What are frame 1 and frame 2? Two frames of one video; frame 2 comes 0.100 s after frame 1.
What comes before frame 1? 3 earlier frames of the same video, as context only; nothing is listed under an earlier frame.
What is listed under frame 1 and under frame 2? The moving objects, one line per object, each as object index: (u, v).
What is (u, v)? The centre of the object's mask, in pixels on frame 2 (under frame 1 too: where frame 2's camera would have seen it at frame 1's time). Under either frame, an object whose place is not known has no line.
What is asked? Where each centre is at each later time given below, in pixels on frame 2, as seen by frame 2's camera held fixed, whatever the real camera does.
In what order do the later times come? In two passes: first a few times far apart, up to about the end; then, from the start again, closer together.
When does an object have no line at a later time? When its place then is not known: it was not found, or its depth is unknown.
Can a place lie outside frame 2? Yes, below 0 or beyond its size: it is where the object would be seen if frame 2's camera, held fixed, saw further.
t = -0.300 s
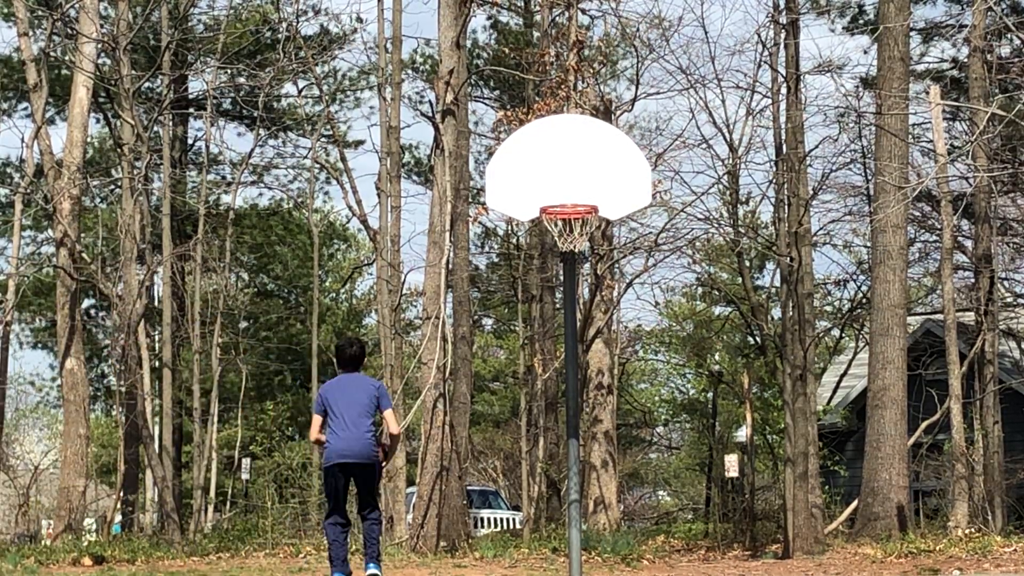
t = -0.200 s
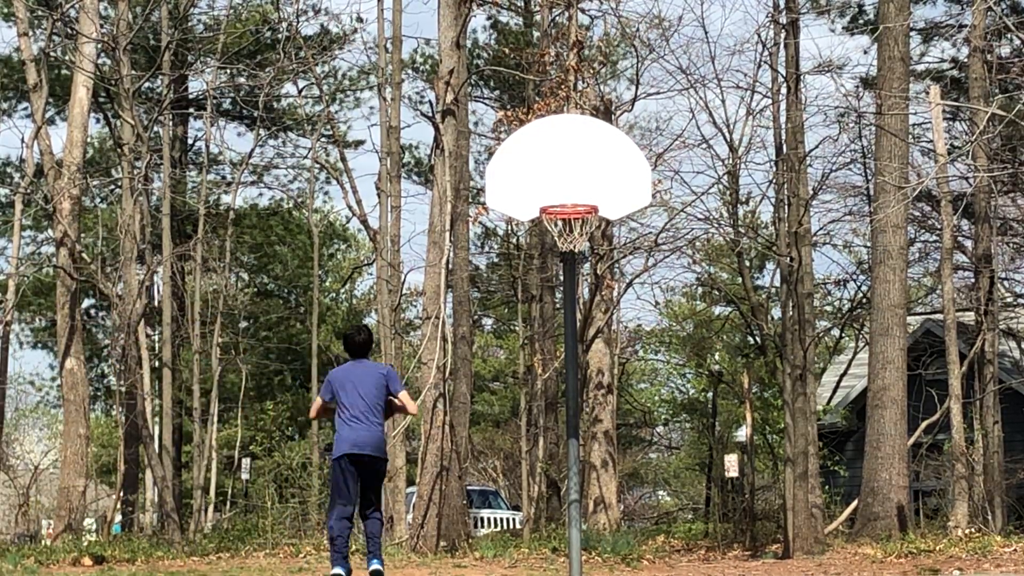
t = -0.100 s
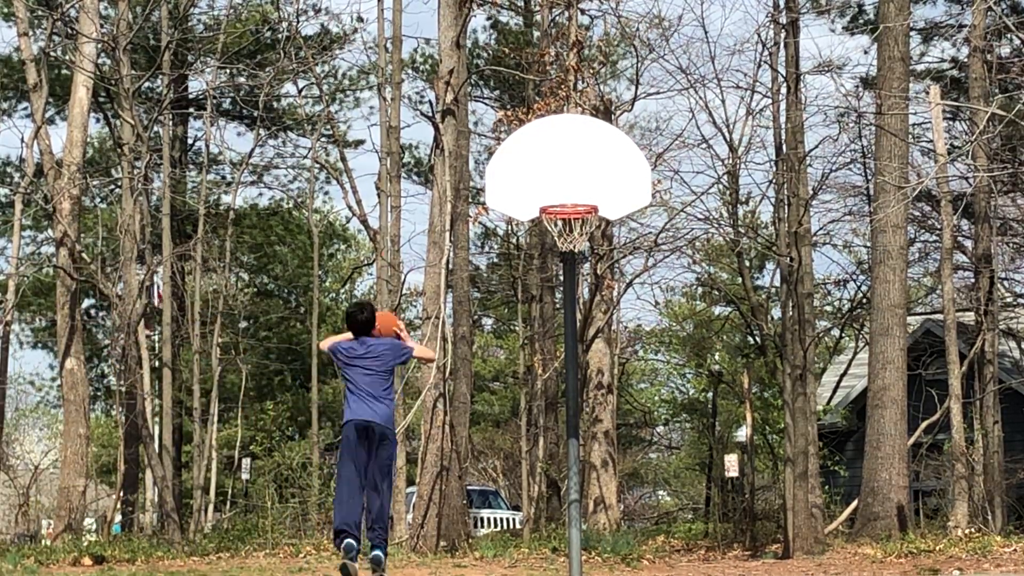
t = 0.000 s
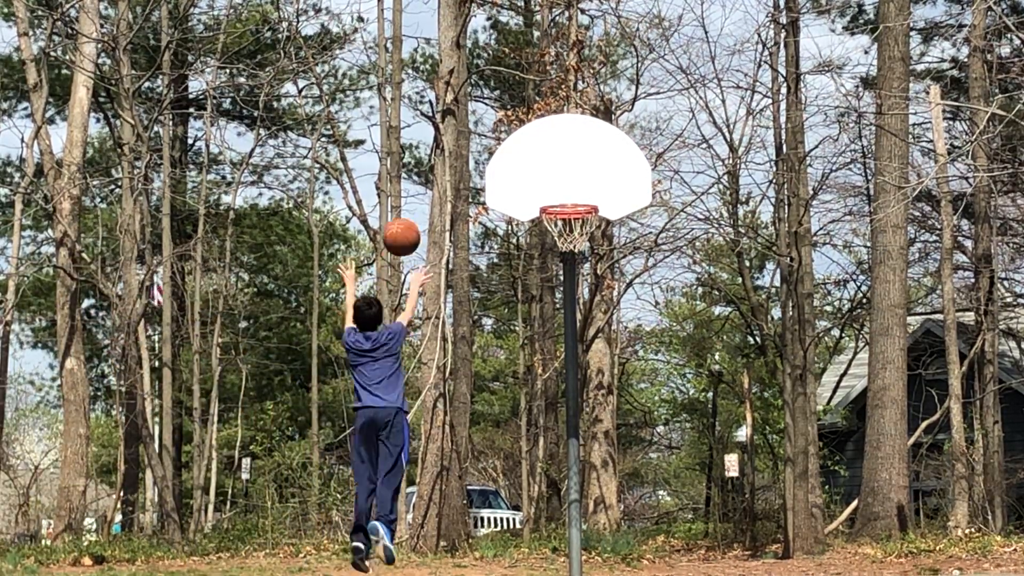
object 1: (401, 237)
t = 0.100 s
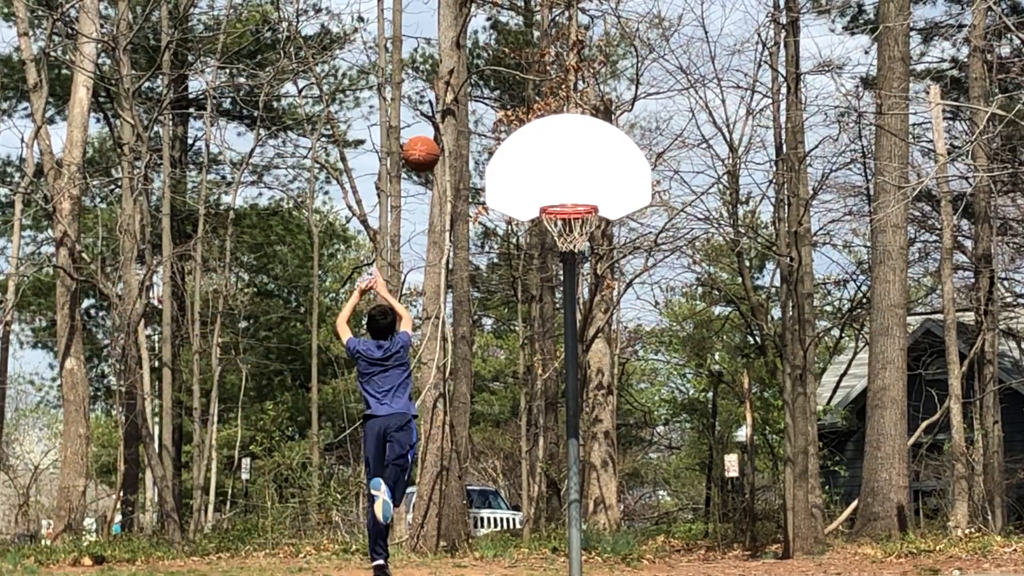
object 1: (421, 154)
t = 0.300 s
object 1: (458, 43)
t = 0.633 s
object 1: (513, 6)
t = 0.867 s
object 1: (549, 54)
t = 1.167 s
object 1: (591, 195)
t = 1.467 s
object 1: (623, 108)
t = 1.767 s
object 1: (661, 129)
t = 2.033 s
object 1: (700, 254)
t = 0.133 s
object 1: (427, 130)
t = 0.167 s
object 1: (434, 109)
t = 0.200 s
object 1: (440, 89)
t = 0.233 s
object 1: (446, 72)
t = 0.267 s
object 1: (452, 56)
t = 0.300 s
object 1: (458, 43)
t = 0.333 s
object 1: (464, 31)
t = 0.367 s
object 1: (470, 21)
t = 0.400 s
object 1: (476, 14)
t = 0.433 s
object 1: (481, 10)
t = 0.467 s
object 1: (487, 8)
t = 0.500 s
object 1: (492, 6)
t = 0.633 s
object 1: (513, 6)
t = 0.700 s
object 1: (524, 11)
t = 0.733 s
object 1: (530, 15)
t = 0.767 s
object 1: (534, 22)
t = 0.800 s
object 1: (539, 32)
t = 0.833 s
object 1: (545, 42)
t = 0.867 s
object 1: (549, 54)
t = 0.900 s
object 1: (554, 66)
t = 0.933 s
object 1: (560, 80)
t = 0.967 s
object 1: (564, 95)
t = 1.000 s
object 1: (569, 111)
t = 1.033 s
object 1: (574, 129)
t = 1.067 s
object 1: (579, 147)
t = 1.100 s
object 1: (583, 167)
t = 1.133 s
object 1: (588, 187)
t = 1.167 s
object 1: (591, 195)
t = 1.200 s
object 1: (595, 183)
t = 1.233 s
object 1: (598, 169)
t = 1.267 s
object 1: (602, 157)
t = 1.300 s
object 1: (605, 146)
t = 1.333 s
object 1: (609, 135)
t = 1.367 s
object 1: (613, 127)
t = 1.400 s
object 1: (616, 119)
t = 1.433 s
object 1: (620, 113)
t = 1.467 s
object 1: (623, 108)
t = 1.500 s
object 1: (627, 105)
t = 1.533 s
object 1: (631, 103)
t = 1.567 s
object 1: (635, 102)
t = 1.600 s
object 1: (639, 104)
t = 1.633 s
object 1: (644, 106)
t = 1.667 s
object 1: (648, 109)
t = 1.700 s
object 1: (652, 115)
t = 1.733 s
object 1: (657, 121)
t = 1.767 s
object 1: (661, 129)
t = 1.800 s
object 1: (665, 140)
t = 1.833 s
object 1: (670, 151)
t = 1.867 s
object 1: (675, 164)
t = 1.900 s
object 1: (680, 179)
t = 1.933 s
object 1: (685, 195)
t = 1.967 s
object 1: (690, 213)
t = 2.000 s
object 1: (695, 232)
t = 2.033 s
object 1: (700, 254)
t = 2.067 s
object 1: (705, 276)
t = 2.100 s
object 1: (710, 301)
